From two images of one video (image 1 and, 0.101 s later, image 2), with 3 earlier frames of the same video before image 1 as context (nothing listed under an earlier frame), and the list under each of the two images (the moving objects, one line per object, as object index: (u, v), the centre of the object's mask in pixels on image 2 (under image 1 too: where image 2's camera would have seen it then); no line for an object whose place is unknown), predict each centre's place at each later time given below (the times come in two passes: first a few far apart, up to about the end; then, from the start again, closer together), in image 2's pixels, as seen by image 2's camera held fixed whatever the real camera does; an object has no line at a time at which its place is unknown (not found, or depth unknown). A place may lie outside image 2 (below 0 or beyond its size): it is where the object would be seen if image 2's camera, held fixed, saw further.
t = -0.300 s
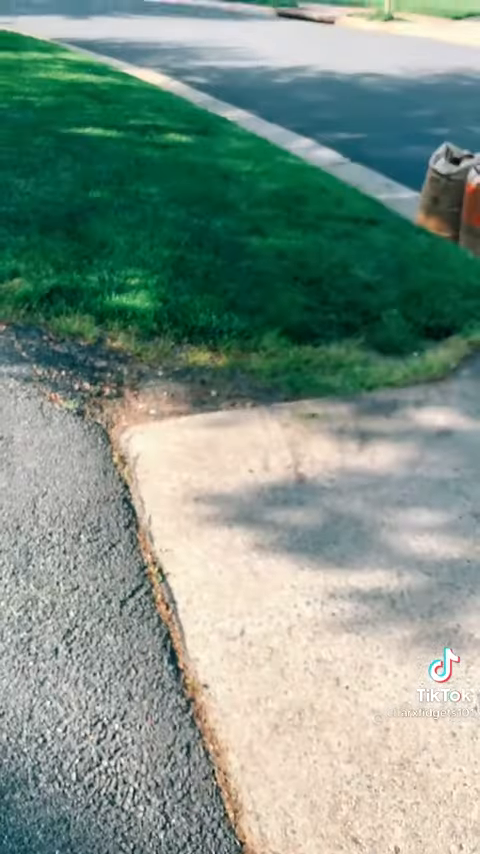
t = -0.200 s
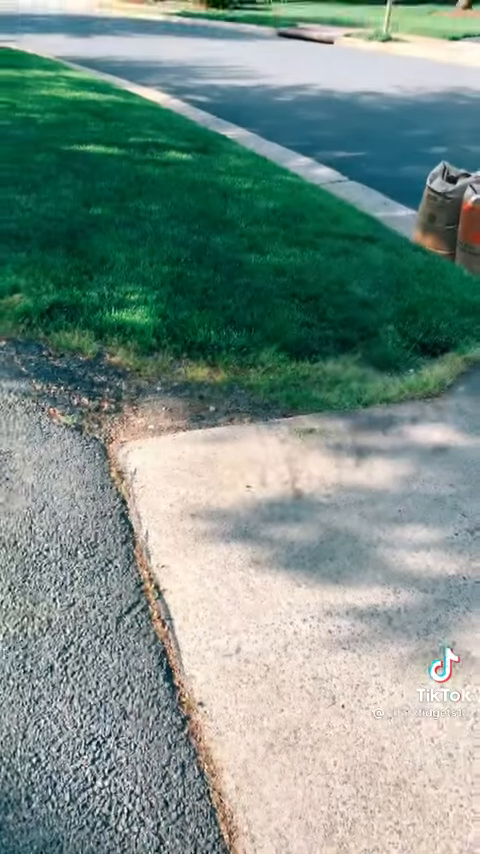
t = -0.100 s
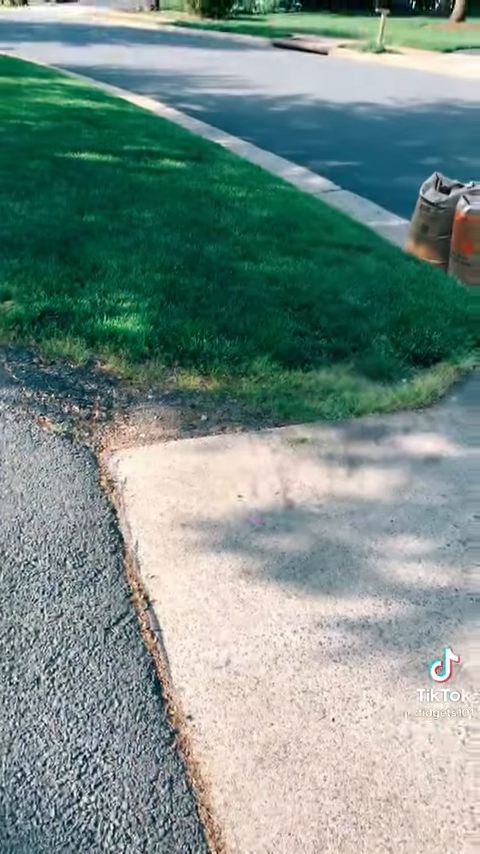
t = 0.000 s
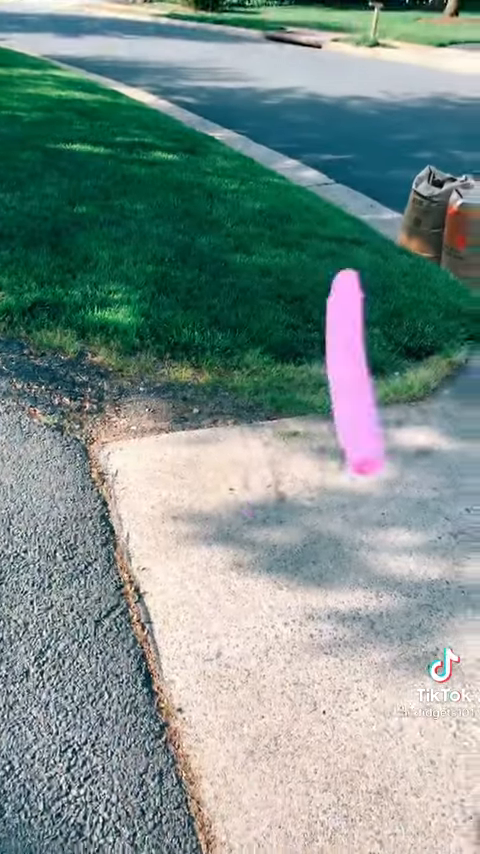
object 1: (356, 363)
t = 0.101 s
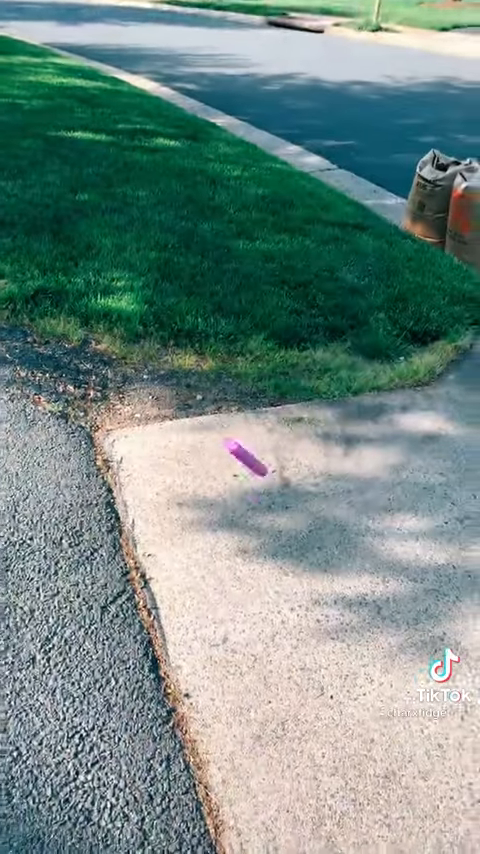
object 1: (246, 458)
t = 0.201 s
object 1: (231, 445)
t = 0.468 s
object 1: (153, 273)
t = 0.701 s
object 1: (200, 250)
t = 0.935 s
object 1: (221, 246)
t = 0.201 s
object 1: (231, 445)
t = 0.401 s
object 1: (155, 290)
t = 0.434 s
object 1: (149, 282)
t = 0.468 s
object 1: (153, 273)
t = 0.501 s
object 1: (156, 266)
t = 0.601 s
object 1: (179, 252)
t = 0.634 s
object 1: (185, 251)
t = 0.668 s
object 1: (193, 251)
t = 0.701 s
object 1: (200, 250)
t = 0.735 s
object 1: (205, 247)
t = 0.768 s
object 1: (210, 246)
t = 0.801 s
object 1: (214, 246)
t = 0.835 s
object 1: (216, 245)
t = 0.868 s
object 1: (219, 246)
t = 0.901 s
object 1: (220, 246)
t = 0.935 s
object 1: (221, 246)
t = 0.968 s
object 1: (222, 246)
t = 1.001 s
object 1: (222, 246)
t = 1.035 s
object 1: (222, 246)
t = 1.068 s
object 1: (222, 247)
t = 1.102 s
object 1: (222, 247)
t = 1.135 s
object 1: (222, 248)
